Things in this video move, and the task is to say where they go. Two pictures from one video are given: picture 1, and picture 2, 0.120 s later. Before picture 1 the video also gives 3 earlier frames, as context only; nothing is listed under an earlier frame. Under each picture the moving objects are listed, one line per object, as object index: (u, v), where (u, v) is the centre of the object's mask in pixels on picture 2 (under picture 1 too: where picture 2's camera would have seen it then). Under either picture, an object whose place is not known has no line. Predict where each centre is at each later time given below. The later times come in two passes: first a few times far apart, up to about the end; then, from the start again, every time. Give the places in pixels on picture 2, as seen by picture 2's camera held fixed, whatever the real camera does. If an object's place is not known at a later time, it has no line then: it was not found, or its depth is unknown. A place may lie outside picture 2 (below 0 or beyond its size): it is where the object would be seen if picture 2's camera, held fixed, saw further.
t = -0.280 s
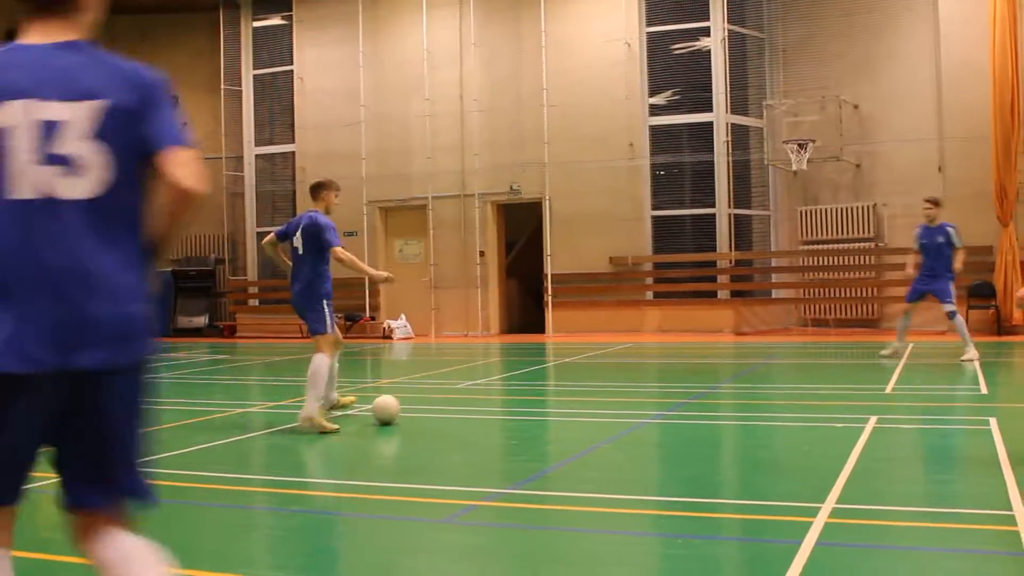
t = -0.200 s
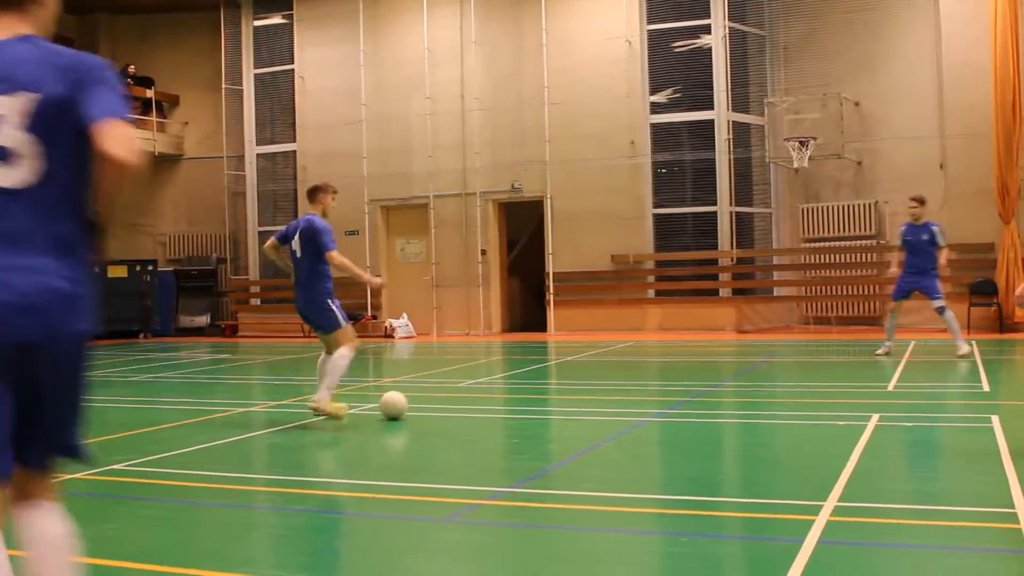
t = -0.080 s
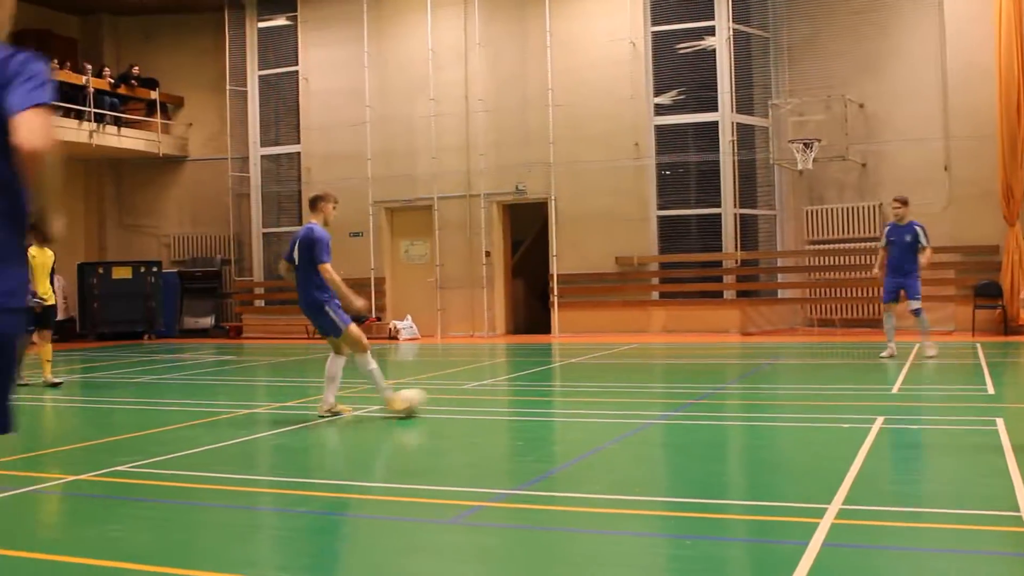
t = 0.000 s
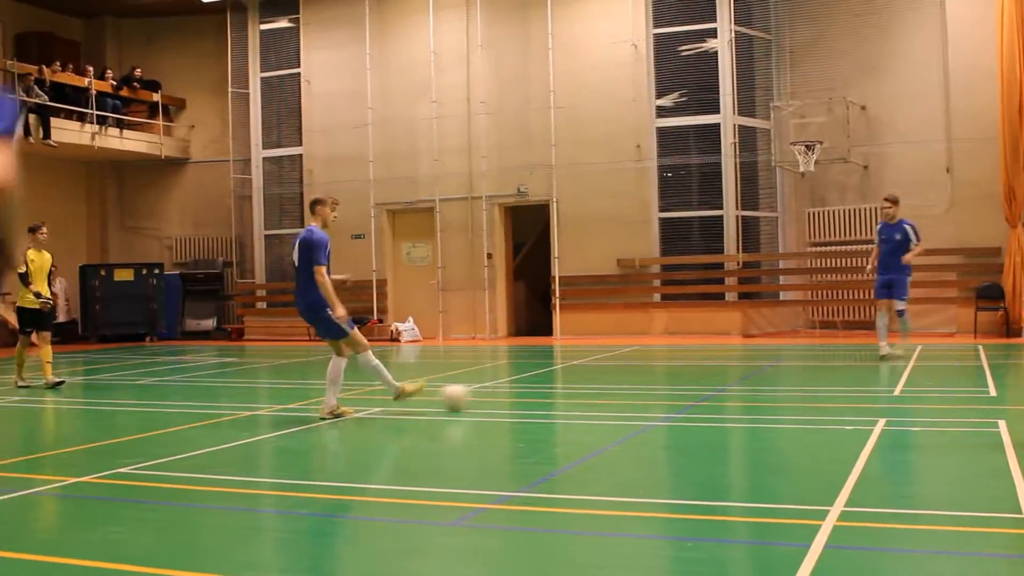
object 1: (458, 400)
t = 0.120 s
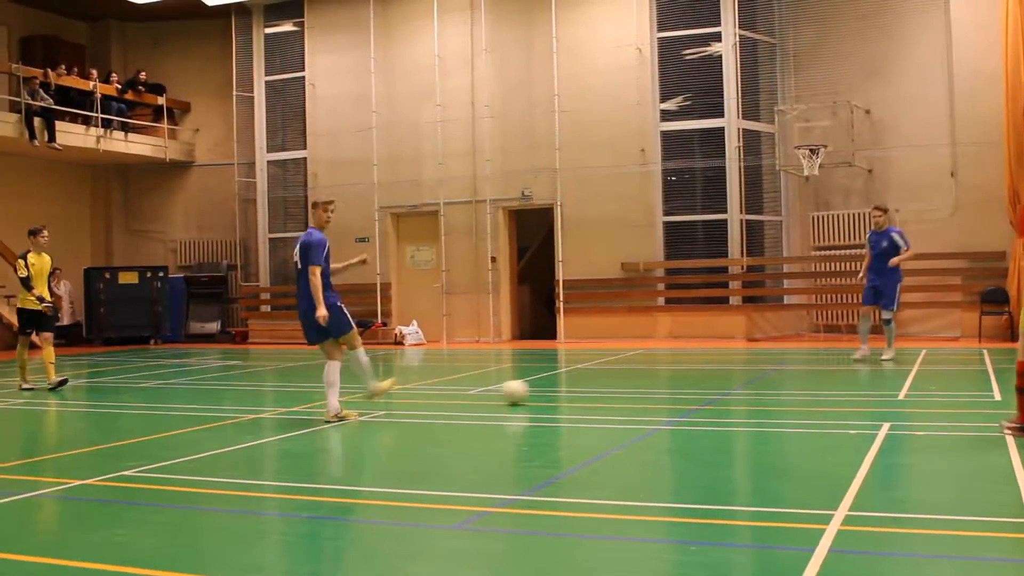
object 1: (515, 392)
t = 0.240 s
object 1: (558, 385)
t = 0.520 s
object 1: (630, 374)
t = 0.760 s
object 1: (672, 367)
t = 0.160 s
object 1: (530, 390)
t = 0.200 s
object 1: (544, 387)
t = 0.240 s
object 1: (558, 385)
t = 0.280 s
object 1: (571, 383)
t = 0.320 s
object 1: (582, 382)
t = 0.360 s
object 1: (593, 380)
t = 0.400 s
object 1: (603, 378)
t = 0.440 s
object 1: (612, 377)
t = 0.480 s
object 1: (621, 376)
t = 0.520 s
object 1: (630, 374)
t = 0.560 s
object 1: (637, 373)
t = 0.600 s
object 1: (644, 372)
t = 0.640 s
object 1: (651, 370)
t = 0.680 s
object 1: (659, 370)
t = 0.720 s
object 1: (665, 368)
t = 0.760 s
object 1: (672, 367)
